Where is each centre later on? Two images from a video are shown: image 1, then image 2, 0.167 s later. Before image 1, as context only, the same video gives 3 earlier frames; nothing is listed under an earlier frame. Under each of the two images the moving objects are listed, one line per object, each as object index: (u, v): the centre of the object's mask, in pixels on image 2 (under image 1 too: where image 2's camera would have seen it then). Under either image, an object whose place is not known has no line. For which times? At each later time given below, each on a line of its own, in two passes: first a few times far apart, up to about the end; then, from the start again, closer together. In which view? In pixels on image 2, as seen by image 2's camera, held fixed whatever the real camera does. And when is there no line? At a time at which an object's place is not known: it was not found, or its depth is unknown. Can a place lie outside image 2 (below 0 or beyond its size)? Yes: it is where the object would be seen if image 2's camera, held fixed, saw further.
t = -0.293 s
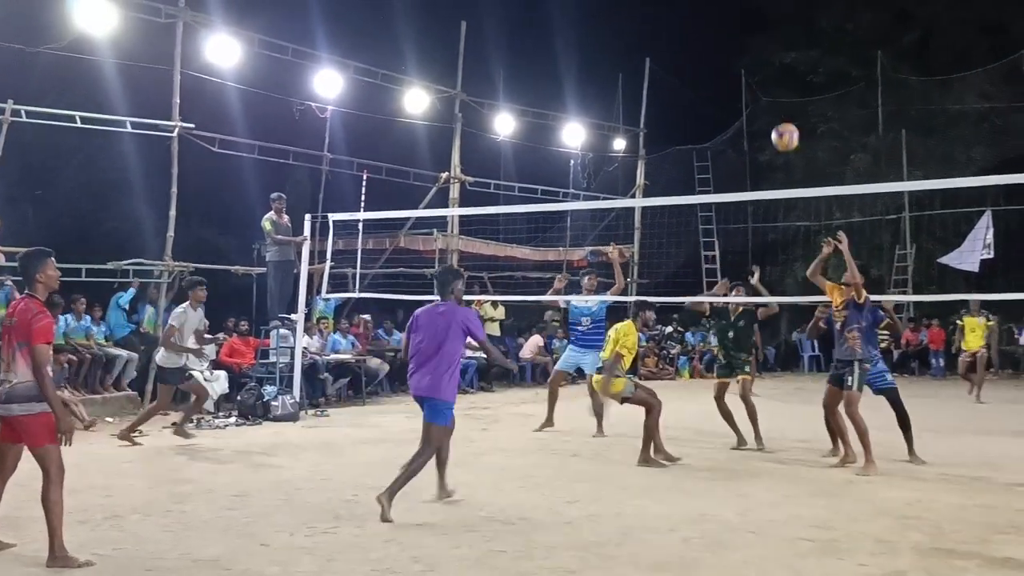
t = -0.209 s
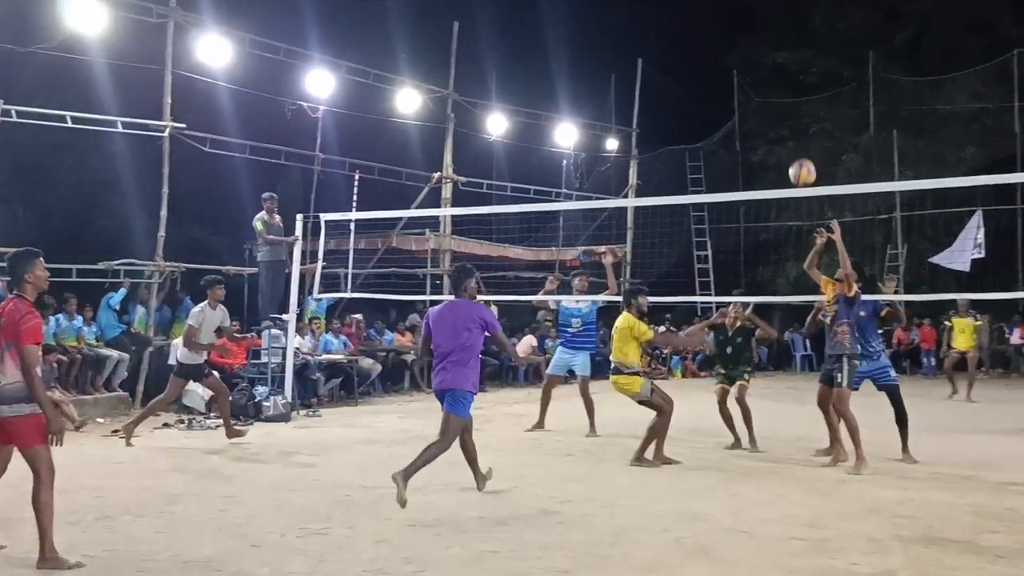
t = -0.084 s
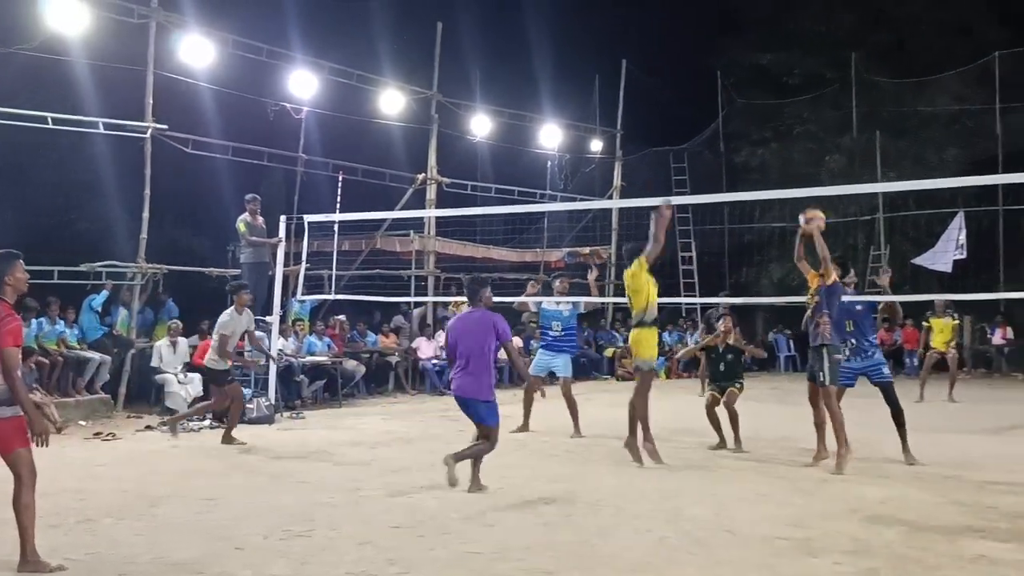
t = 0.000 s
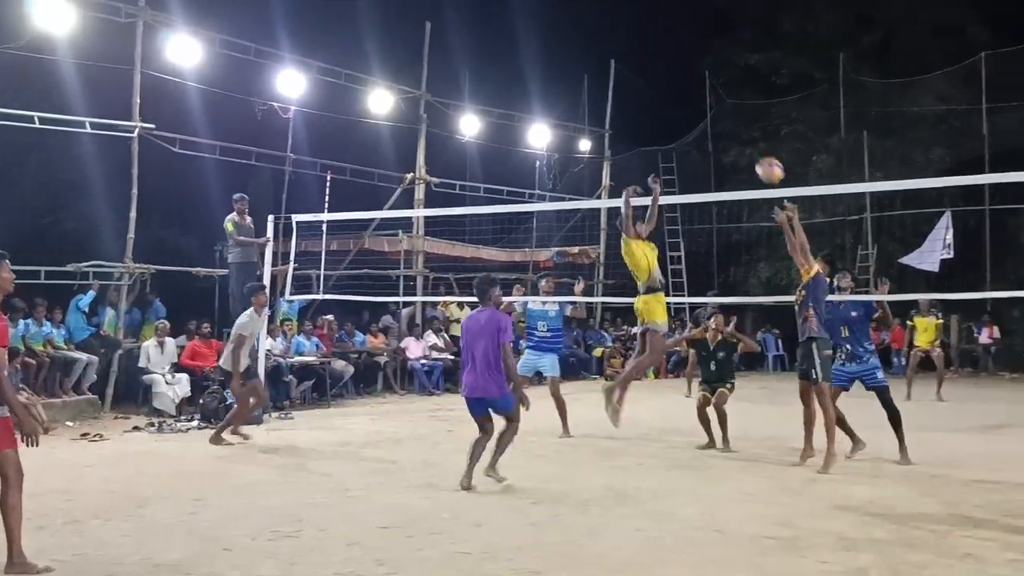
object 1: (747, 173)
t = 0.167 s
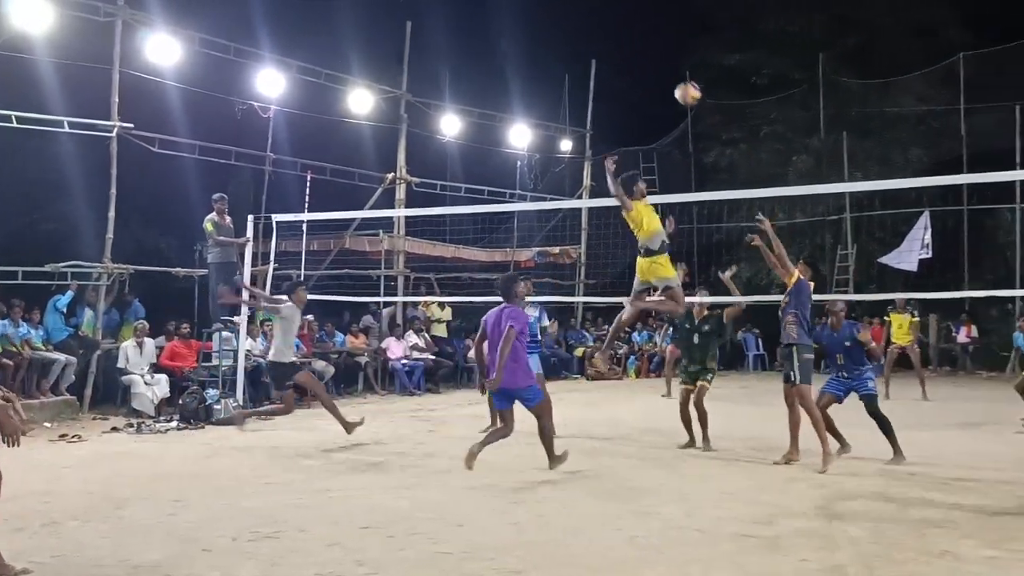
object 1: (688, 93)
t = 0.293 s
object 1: (645, 57)
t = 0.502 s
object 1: (579, 39)
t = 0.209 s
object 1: (674, 79)
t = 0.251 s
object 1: (659, 67)
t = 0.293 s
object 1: (645, 57)
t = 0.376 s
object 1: (618, 45)
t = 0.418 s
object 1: (604, 41)
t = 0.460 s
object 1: (591, 39)
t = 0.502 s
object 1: (579, 39)
